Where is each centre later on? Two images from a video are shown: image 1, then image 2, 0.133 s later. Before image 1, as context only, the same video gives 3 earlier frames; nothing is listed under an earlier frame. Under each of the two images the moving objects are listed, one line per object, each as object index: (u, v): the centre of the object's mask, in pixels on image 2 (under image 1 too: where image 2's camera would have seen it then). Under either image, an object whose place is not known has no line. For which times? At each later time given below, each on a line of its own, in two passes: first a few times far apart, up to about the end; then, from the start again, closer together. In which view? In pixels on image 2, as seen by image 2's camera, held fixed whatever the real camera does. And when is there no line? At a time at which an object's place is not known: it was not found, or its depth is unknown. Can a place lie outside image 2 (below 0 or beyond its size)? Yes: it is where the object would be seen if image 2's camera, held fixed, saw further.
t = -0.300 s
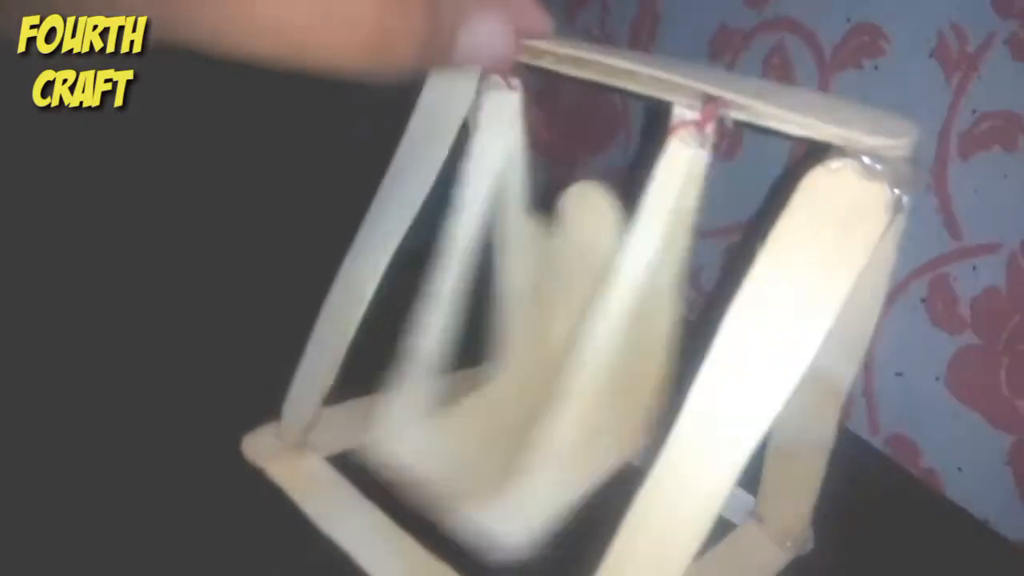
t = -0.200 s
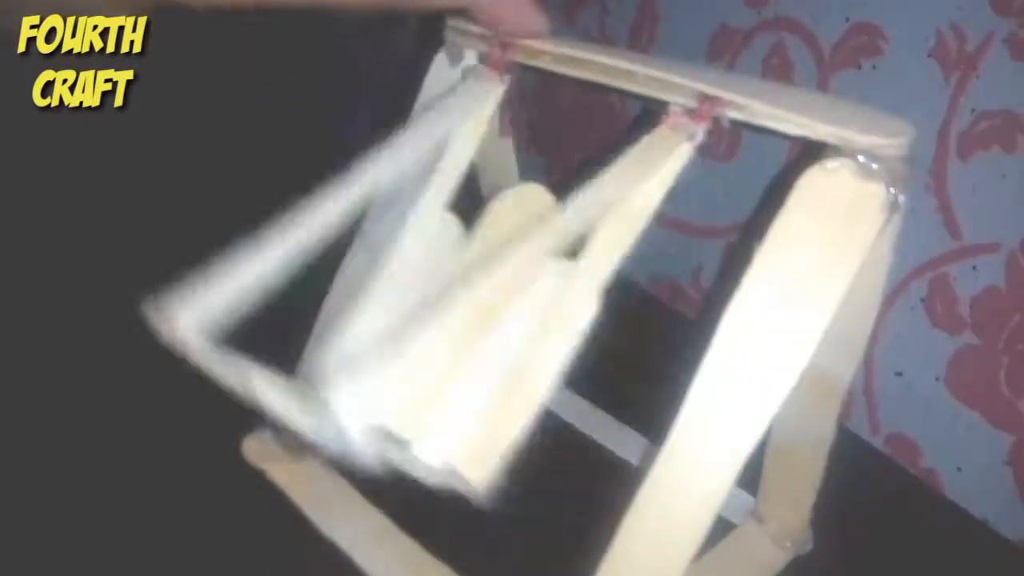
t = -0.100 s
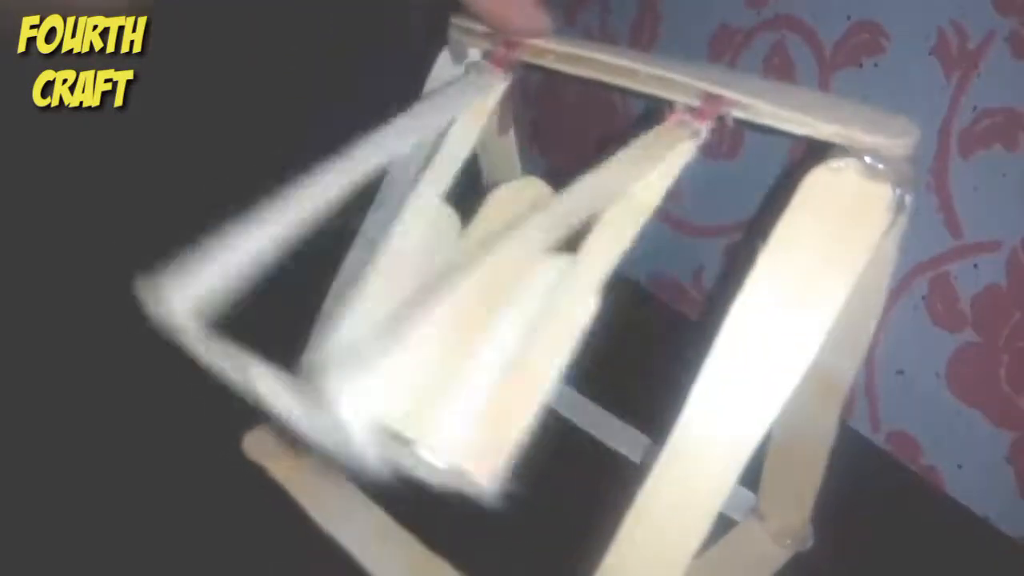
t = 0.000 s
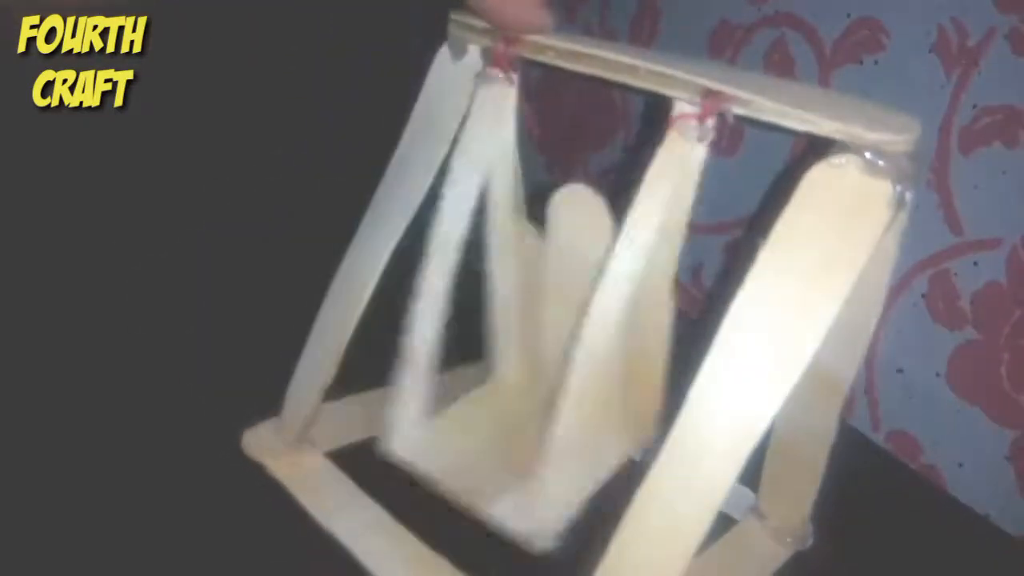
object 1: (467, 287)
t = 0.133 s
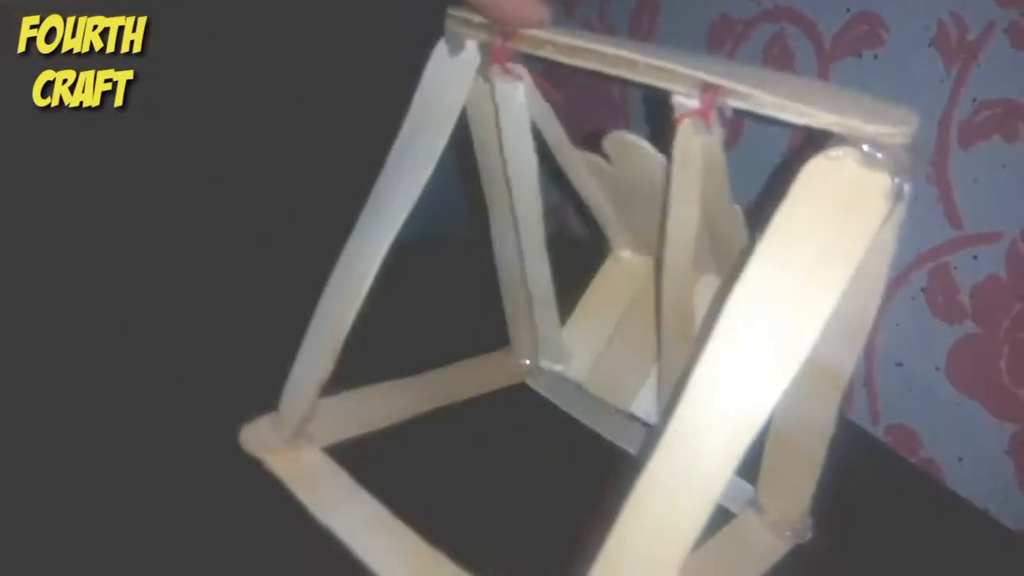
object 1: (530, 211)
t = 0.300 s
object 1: (411, 278)
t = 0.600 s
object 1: (511, 250)
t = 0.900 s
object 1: (381, 292)
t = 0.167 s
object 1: (529, 213)
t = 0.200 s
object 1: (521, 235)
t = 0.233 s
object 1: (494, 248)
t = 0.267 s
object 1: (457, 258)
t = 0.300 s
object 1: (411, 278)
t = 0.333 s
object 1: (379, 266)
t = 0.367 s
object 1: (342, 284)
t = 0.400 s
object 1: (372, 265)
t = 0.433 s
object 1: (361, 280)
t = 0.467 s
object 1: (363, 312)
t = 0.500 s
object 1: (389, 263)
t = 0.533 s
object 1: (436, 259)
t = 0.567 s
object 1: (529, 263)
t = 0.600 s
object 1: (511, 250)
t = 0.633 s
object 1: (526, 230)
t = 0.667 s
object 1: (529, 211)
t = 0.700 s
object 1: (529, 212)
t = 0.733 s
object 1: (526, 239)
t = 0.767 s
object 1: (502, 251)
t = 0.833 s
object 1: (438, 260)
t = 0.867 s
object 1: (367, 253)
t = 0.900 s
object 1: (381, 292)
